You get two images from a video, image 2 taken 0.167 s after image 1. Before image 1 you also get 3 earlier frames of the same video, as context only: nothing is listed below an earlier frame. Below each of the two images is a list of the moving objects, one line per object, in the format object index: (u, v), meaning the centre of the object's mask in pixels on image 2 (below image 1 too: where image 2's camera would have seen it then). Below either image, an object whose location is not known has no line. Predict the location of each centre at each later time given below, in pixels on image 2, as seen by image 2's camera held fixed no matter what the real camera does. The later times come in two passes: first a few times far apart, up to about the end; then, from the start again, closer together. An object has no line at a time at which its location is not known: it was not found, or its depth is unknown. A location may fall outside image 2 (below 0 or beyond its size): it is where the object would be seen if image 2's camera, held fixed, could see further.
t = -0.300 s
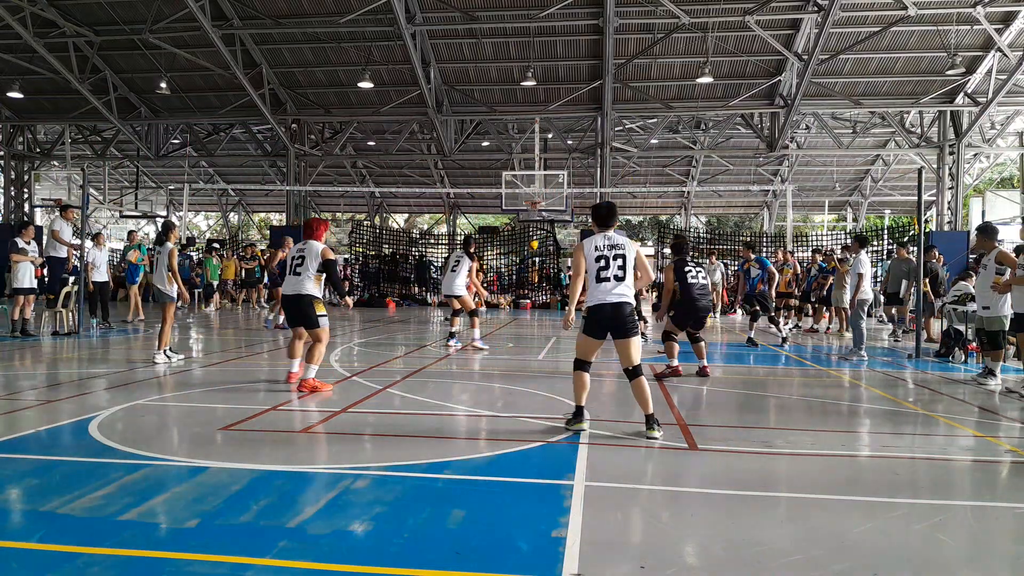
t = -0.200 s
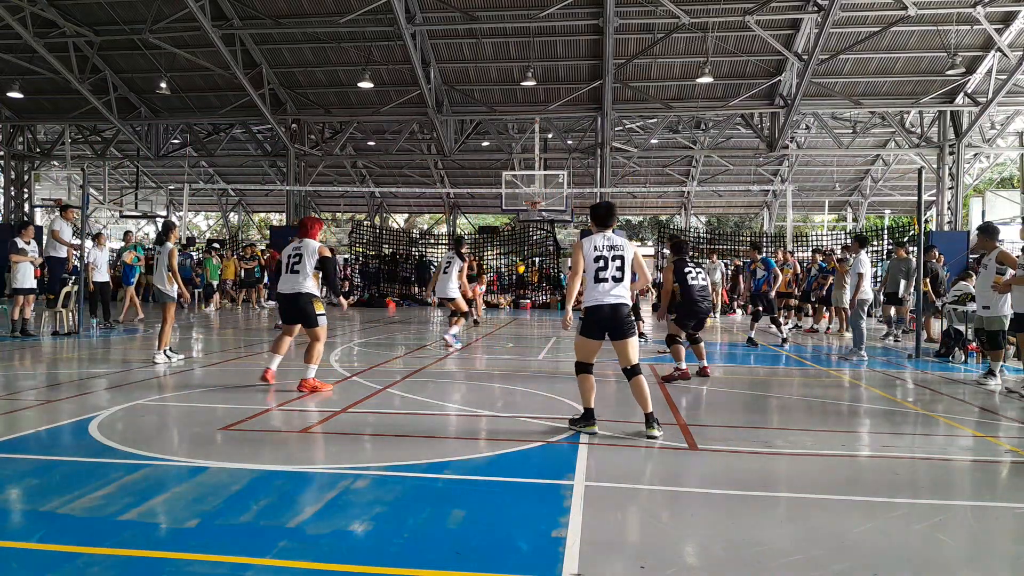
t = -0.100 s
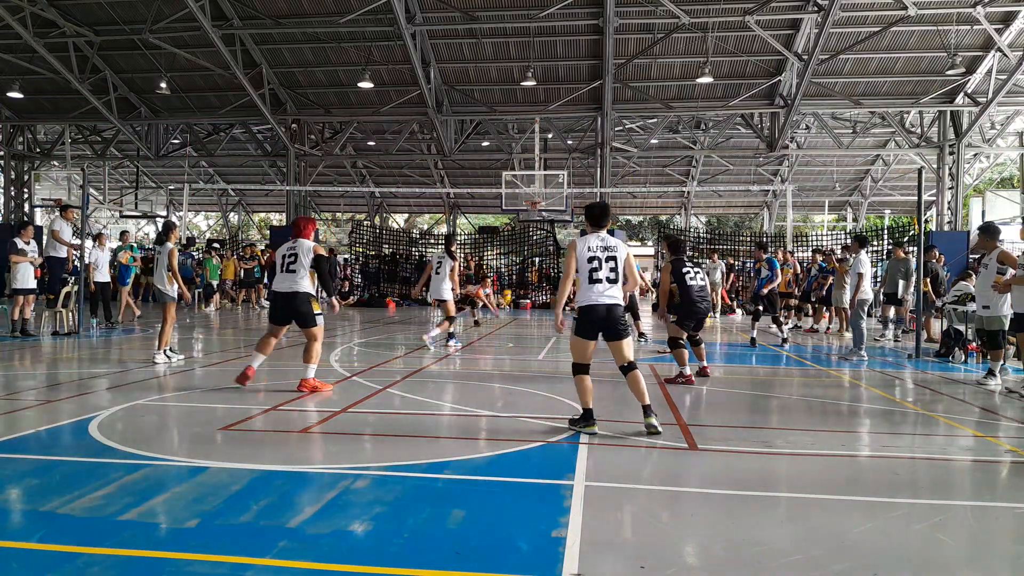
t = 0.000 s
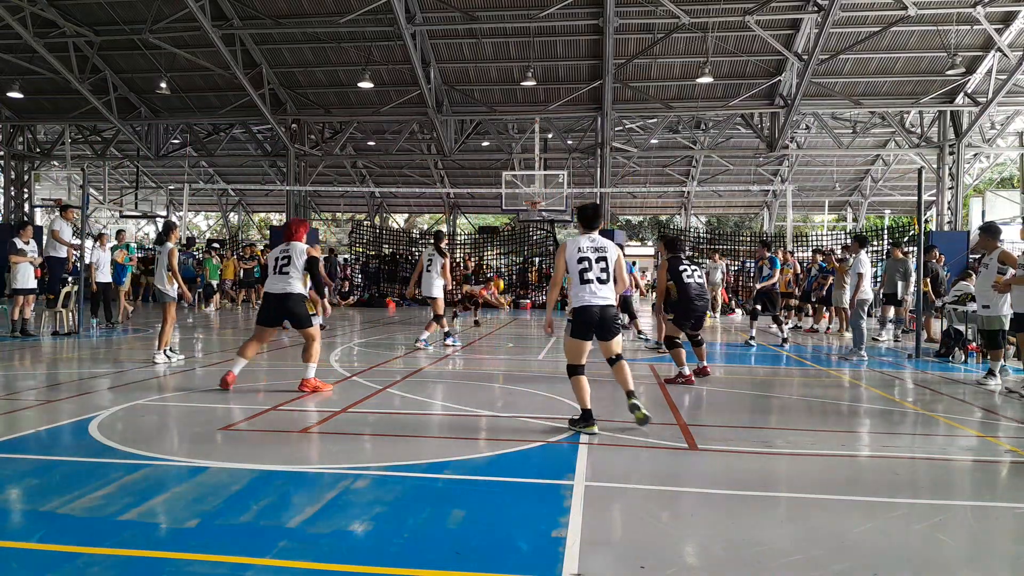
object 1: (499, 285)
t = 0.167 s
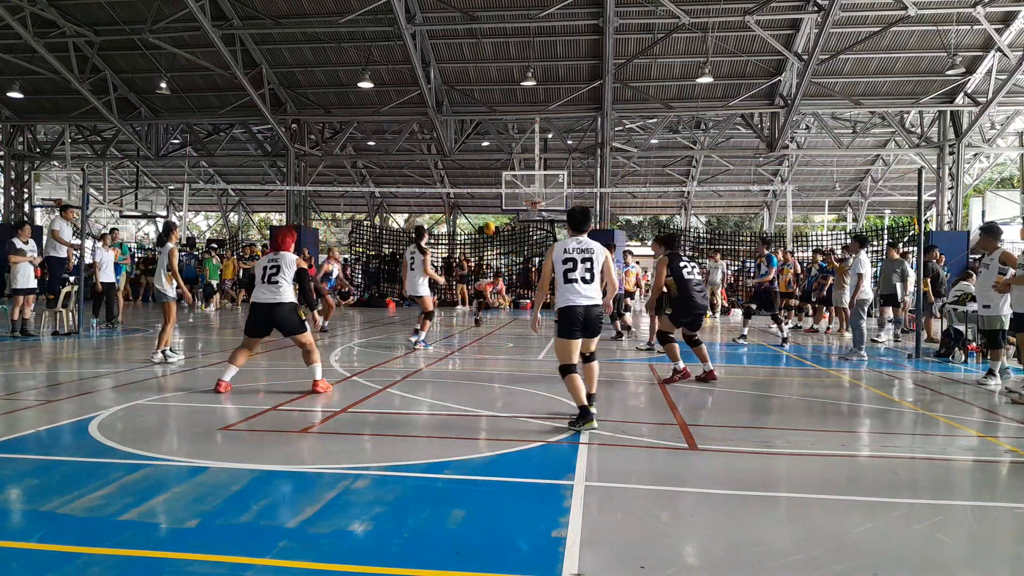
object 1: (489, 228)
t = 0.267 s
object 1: (482, 197)
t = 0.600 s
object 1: (445, 109)
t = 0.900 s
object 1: (388, 80)
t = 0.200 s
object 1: (486, 216)
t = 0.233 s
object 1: (484, 207)
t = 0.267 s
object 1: (482, 197)
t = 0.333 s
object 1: (476, 176)
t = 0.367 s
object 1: (473, 167)
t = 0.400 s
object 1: (470, 158)
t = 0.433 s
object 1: (467, 148)
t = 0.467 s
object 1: (462, 139)
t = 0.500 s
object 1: (458, 131)
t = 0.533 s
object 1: (454, 123)
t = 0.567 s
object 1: (450, 116)
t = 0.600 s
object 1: (445, 109)
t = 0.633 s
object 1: (440, 103)
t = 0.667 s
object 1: (435, 97)
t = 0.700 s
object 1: (429, 92)
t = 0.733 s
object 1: (423, 88)
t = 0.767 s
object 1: (417, 84)
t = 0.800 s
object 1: (410, 82)
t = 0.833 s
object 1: (403, 80)
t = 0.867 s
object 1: (396, 79)
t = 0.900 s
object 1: (388, 80)
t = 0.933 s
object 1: (380, 82)
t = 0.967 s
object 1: (371, 85)
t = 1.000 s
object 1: (361, 89)
